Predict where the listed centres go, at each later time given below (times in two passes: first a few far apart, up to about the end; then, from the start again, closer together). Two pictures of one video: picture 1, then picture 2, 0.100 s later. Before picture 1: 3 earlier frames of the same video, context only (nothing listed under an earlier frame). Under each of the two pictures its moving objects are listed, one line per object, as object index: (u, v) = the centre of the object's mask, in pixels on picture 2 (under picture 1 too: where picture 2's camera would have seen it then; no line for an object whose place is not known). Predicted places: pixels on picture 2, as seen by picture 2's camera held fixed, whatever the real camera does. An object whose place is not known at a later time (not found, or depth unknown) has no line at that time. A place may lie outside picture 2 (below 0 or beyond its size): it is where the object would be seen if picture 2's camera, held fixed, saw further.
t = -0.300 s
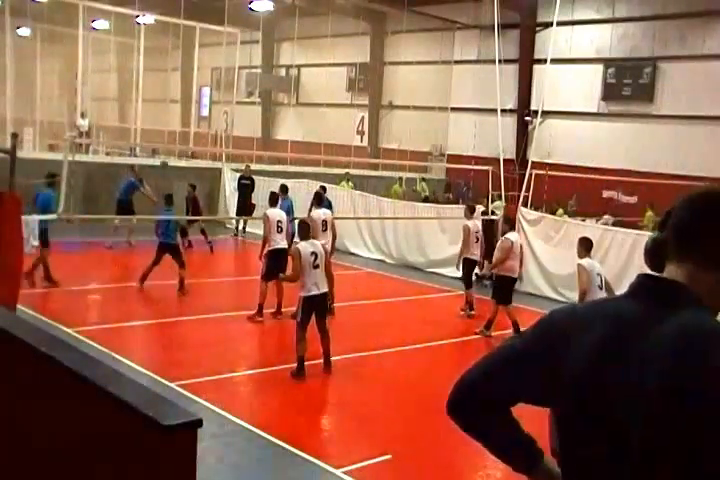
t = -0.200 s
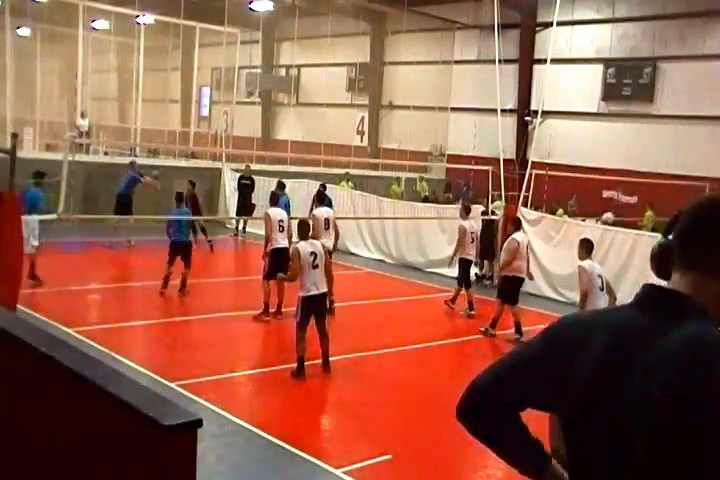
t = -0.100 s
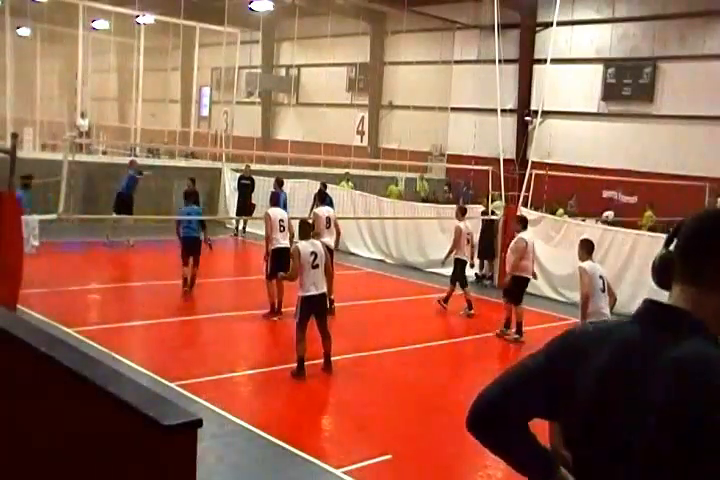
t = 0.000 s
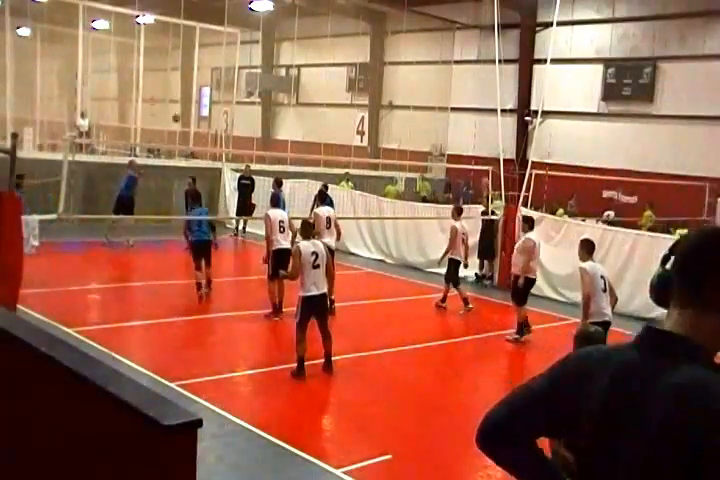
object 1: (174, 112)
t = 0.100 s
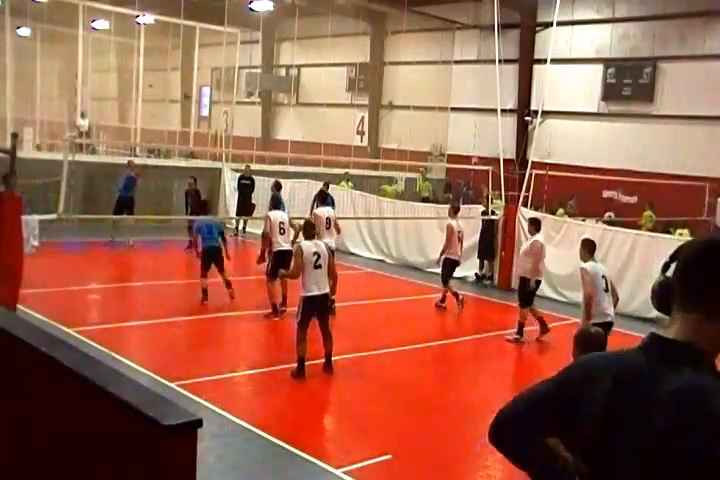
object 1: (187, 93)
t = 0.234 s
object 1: (200, 69)
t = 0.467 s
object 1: (224, 51)
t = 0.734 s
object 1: (251, 62)
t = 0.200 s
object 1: (196, 74)
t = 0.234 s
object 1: (200, 69)
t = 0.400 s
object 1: (217, 53)
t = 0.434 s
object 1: (221, 52)
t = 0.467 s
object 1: (224, 51)
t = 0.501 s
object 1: (227, 50)
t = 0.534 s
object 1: (231, 50)
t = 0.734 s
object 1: (251, 62)
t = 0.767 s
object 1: (255, 65)
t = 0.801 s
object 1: (257, 70)
